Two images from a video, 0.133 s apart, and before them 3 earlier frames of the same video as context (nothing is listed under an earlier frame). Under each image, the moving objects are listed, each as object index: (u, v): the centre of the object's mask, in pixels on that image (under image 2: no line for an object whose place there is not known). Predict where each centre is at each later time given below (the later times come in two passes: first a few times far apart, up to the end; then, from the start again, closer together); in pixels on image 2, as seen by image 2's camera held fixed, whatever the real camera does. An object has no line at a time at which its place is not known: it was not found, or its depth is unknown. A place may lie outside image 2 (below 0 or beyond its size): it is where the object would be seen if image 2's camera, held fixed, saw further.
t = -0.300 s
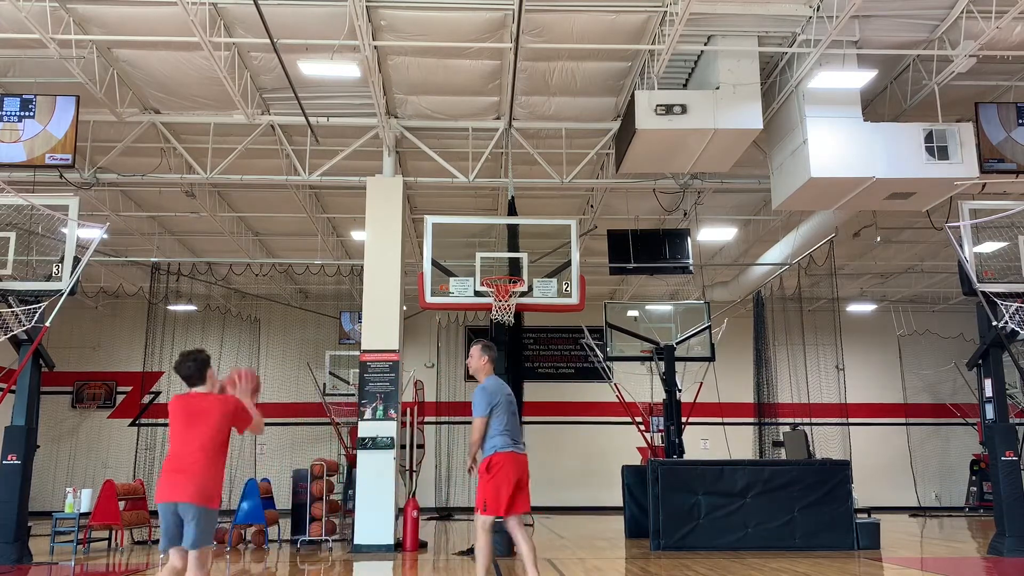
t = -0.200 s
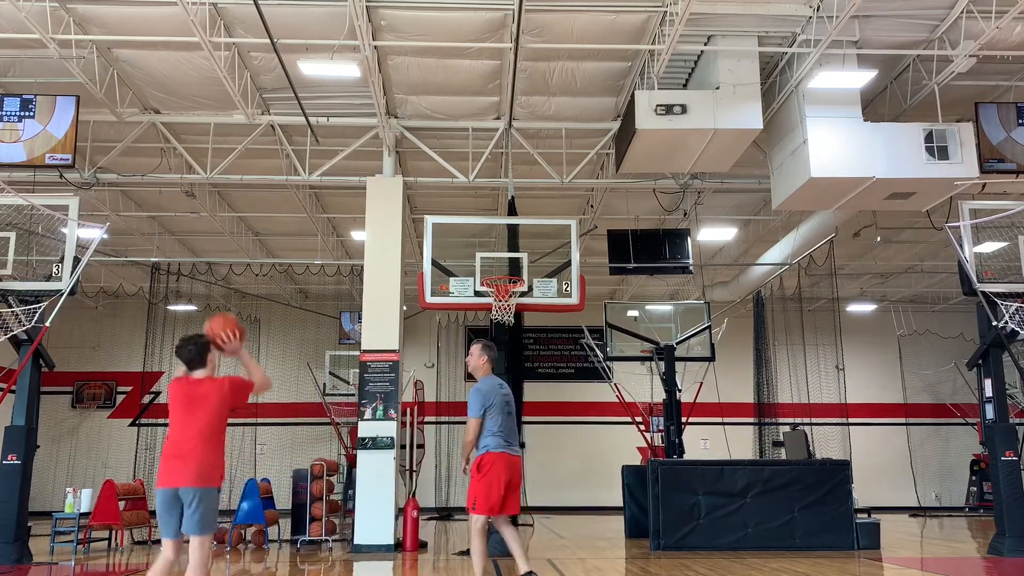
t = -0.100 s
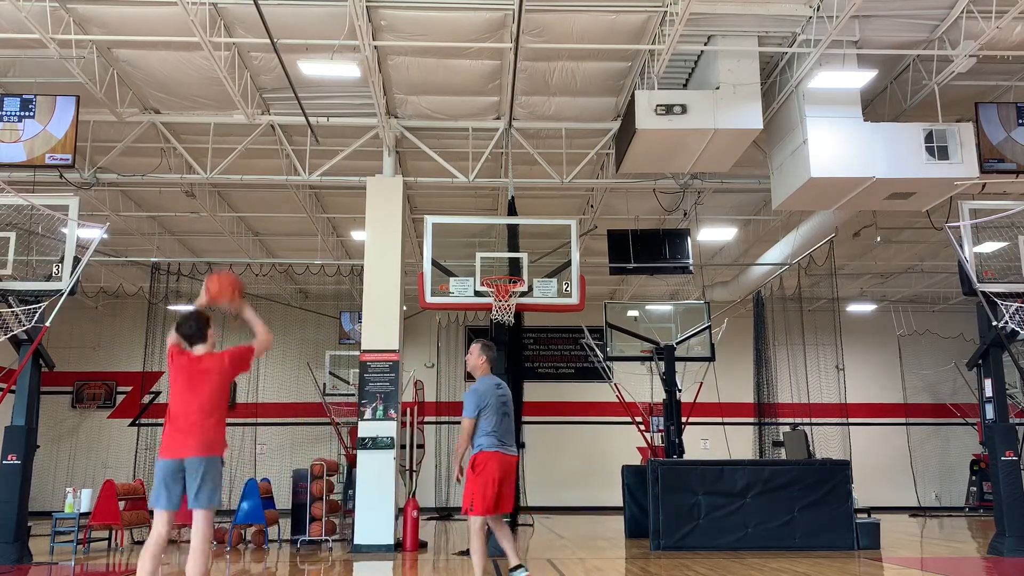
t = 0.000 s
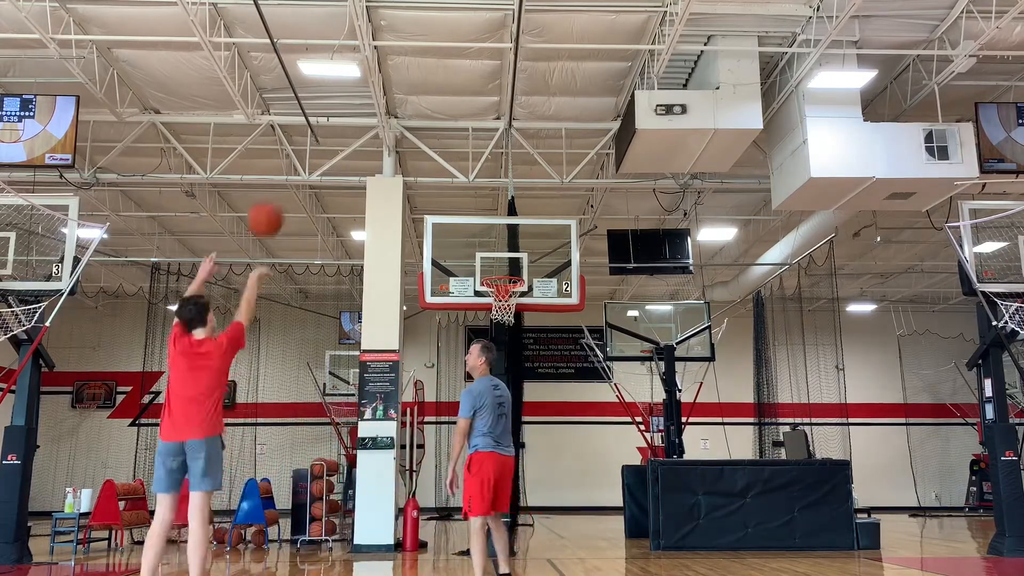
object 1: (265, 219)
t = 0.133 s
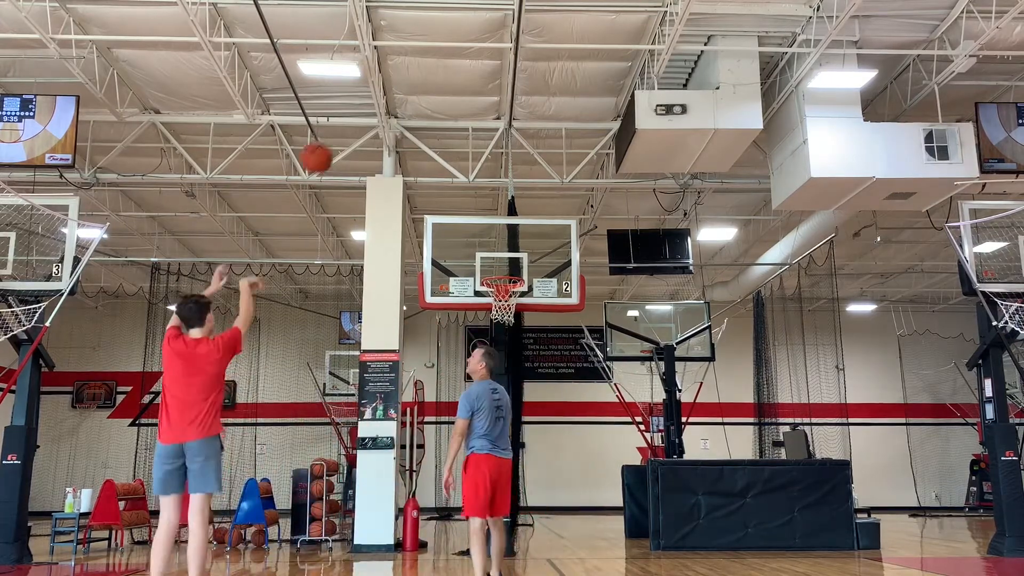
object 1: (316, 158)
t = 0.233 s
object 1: (349, 132)
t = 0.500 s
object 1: (415, 123)
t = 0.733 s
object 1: (460, 168)
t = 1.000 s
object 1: (503, 266)
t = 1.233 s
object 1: (500, 291)
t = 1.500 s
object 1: (477, 357)
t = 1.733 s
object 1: (461, 456)
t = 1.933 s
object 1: (447, 538)
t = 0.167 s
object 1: (328, 147)
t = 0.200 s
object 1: (339, 139)
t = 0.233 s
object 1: (349, 132)
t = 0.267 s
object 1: (358, 126)
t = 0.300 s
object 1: (367, 122)
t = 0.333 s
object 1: (376, 119)
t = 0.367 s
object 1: (385, 118)
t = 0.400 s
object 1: (394, 117)
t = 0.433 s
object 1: (401, 118)
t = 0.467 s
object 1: (408, 120)
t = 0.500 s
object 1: (415, 123)
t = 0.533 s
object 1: (422, 127)
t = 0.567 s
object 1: (430, 132)
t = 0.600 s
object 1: (435, 137)
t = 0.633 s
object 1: (442, 144)
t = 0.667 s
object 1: (448, 151)
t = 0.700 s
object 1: (454, 159)
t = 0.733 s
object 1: (460, 168)
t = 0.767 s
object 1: (466, 178)
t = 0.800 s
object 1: (472, 188)
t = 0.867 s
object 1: (482, 211)
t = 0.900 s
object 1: (488, 224)
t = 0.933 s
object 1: (492, 237)
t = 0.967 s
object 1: (497, 250)
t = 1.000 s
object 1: (503, 266)
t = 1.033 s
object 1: (506, 272)
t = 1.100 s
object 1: (508, 287)
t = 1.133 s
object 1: (505, 292)
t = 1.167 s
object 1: (502, 292)
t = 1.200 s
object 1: (503, 291)
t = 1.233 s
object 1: (500, 291)
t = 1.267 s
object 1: (492, 308)
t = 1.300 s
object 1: (490, 317)
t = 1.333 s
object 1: (489, 319)
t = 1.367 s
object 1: (488, 323)
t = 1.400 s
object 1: (485, 330)
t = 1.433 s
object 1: (483, 339)
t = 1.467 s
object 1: (480, 347)
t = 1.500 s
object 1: (477, 357)
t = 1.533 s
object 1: (476, 368)
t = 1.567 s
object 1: (473, 379)
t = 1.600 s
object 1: (471, 393)
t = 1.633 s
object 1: (468, 407)
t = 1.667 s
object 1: (465, 423)
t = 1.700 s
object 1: (464, 439)
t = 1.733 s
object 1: (461, 456)
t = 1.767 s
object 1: (459, 476)
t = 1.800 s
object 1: (456, 497)
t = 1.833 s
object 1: (453, 518)
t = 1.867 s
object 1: (451, 541)
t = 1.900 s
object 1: (449, 554)
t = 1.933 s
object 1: (447, 538)
